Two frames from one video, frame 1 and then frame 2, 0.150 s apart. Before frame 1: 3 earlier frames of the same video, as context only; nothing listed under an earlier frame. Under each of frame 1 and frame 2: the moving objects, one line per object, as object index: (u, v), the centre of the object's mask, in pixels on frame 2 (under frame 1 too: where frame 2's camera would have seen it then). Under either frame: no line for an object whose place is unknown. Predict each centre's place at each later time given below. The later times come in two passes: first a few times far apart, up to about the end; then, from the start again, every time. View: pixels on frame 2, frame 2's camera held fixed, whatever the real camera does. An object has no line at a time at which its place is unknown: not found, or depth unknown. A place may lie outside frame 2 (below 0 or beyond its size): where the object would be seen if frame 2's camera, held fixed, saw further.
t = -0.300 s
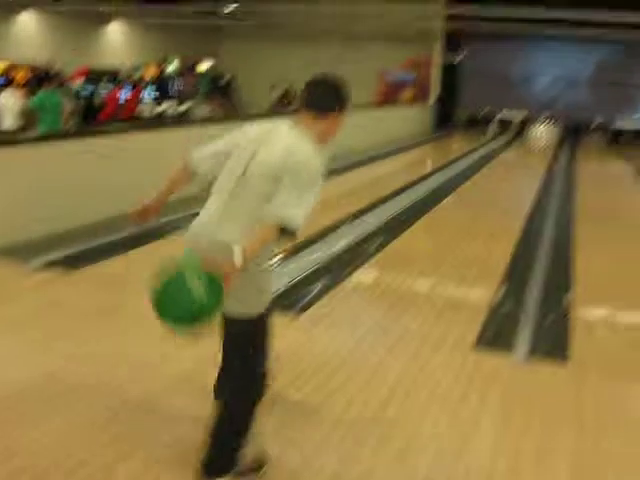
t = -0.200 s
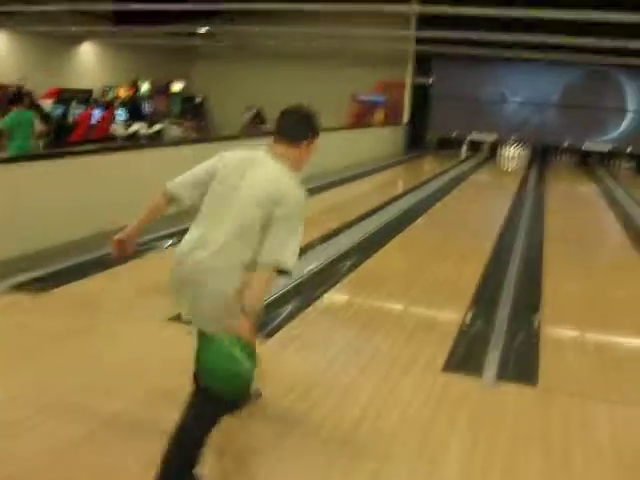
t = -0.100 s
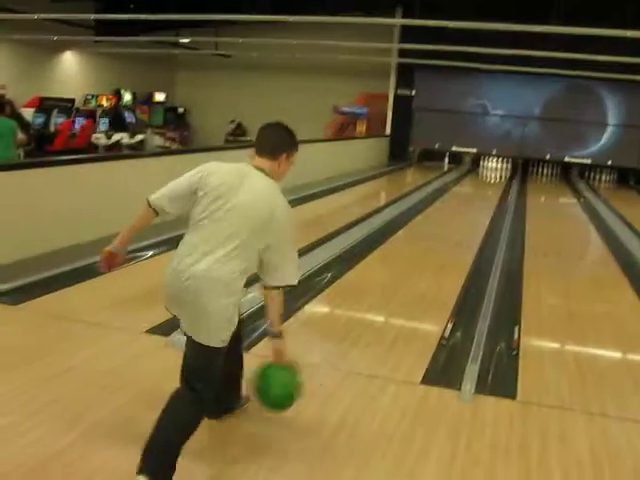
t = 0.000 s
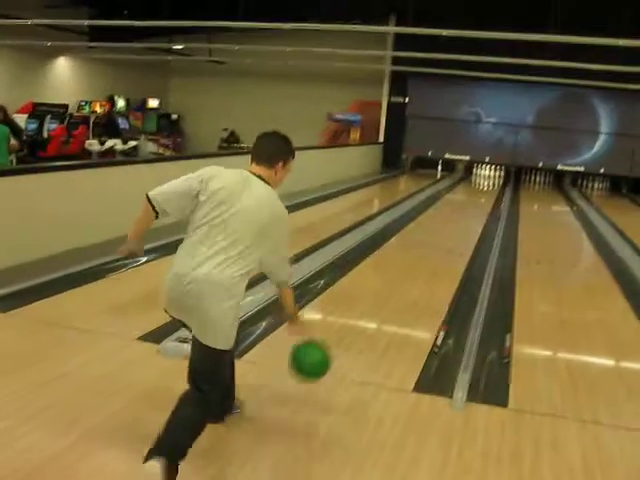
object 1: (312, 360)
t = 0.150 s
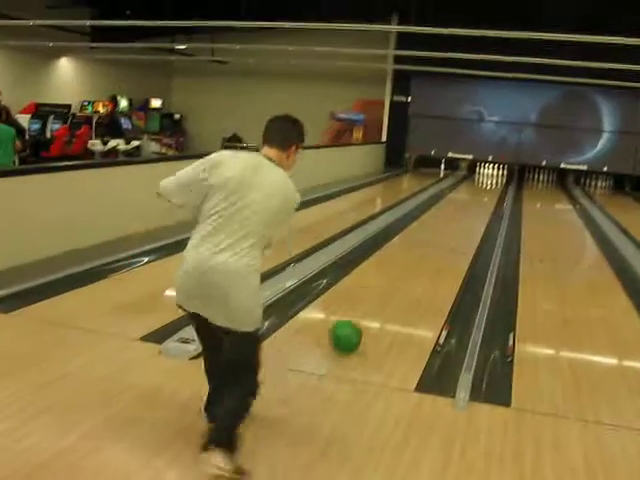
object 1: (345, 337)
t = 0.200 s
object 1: (354, 321)
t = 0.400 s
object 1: (380, 284)
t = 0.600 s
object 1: (397, 259)
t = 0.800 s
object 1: (410, 241)
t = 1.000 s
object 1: (421, 225)
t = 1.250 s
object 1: (429, 214)
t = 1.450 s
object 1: (433, 207)
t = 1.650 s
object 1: (439, 197)
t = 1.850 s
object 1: (440, 194)
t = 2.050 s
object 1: (443, 192)
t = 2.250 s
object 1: (446, 191)
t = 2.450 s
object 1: (453, 185)
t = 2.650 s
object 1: (452, 186)
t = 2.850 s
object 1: (455, 184)
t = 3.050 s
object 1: (458, 182)
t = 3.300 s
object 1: (459, 181)
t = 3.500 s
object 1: (462, 178)
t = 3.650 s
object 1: (465, 176)
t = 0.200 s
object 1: (354, 321)
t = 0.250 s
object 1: (362, 308)
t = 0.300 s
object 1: (369, 301)
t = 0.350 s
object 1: (375, 293)
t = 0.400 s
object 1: (380, 284)
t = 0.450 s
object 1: (386, 277)
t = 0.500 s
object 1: (390, 270)
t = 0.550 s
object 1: (394, 265)
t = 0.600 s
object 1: (397, 259)
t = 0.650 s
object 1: (400, 254)
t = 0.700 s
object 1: (404, 251)
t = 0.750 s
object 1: (407, 244)
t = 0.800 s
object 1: (410, 241)
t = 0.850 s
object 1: (413, 237)
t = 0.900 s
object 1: (415, 233)
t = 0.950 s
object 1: (418, 229)
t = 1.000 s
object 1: (421, 225)
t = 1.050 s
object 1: (423, 222)
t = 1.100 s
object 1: (423, 220)
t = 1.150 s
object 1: (425, 218)
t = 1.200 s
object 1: (427, 215)
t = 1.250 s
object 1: (429, 214)
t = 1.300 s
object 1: (430, 212)
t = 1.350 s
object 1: (431, 209)
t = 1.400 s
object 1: (433, 208)
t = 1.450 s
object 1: (433, 207)
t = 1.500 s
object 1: (435, 205)
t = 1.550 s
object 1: (436, 202)
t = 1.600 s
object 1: (438, 199)
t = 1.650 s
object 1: (439, 197)
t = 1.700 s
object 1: (440, 195)
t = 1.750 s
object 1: (440, 196)
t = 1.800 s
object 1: (440, 195)
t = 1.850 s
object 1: (440, 194)
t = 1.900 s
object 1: (440, 194)
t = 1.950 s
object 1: (440, 194)
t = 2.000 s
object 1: (442, 191)
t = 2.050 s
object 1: (443, 192)
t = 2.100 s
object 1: (445, 191)
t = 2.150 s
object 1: (445, 191)
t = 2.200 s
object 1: (445, 191)
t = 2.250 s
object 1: (446, 191)
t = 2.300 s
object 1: (450, 188)
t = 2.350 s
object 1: (453, 185)
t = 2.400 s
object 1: (453, 185)
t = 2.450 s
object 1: (453, 185)
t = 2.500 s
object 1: (453, 185)
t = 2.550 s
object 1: (454, 184)
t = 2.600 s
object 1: (453, 186)
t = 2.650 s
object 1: (452, 186)
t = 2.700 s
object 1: (452, 186)
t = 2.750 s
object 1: (454, 185)
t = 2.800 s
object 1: (456, 182)
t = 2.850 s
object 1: (455, 184)
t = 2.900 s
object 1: (456, 183)
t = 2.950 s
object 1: (458, 181)
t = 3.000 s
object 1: (458, 181)
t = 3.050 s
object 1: (458, 182)
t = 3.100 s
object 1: (458, 181)
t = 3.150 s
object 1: (458, 182)
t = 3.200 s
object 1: (459, 182)
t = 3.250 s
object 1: (459, 181)
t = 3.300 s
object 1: (459, 181)
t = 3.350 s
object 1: (462, 179)
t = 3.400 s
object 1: (463, 177)
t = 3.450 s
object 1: (462, 178)
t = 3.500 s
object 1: (462, 178)
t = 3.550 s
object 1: (461, 179)
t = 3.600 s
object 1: (464, 177)
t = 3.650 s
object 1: (465, 176)
